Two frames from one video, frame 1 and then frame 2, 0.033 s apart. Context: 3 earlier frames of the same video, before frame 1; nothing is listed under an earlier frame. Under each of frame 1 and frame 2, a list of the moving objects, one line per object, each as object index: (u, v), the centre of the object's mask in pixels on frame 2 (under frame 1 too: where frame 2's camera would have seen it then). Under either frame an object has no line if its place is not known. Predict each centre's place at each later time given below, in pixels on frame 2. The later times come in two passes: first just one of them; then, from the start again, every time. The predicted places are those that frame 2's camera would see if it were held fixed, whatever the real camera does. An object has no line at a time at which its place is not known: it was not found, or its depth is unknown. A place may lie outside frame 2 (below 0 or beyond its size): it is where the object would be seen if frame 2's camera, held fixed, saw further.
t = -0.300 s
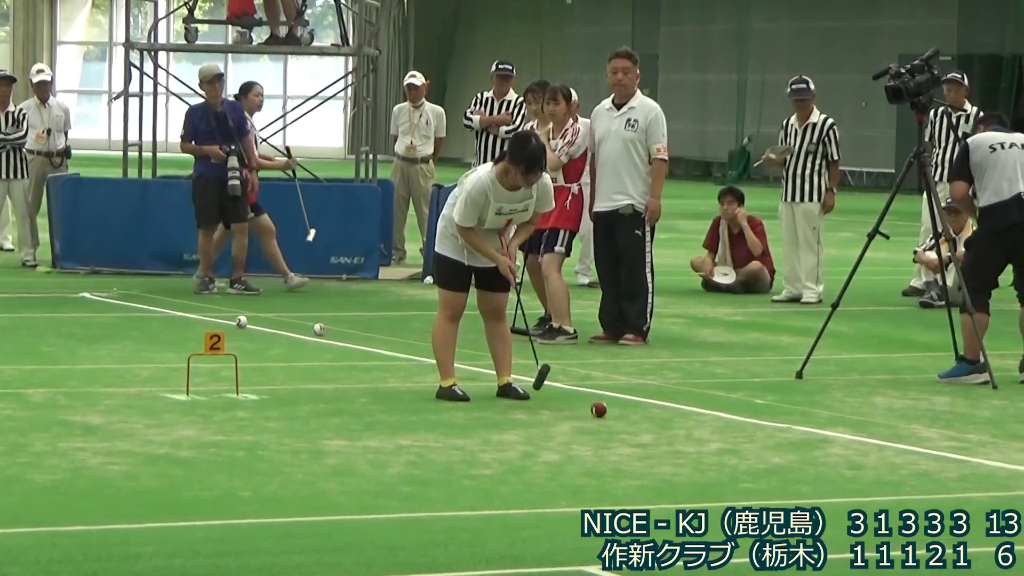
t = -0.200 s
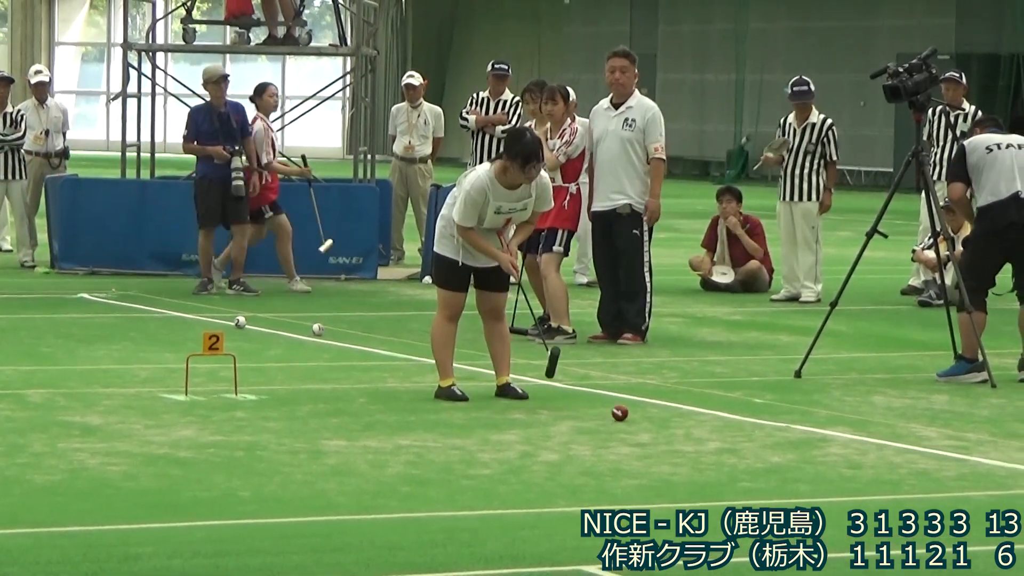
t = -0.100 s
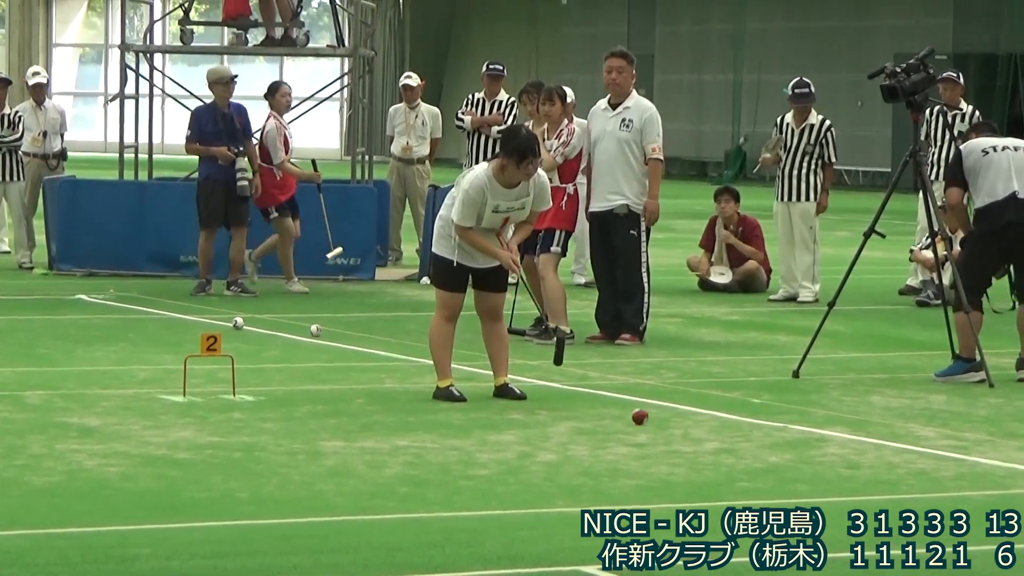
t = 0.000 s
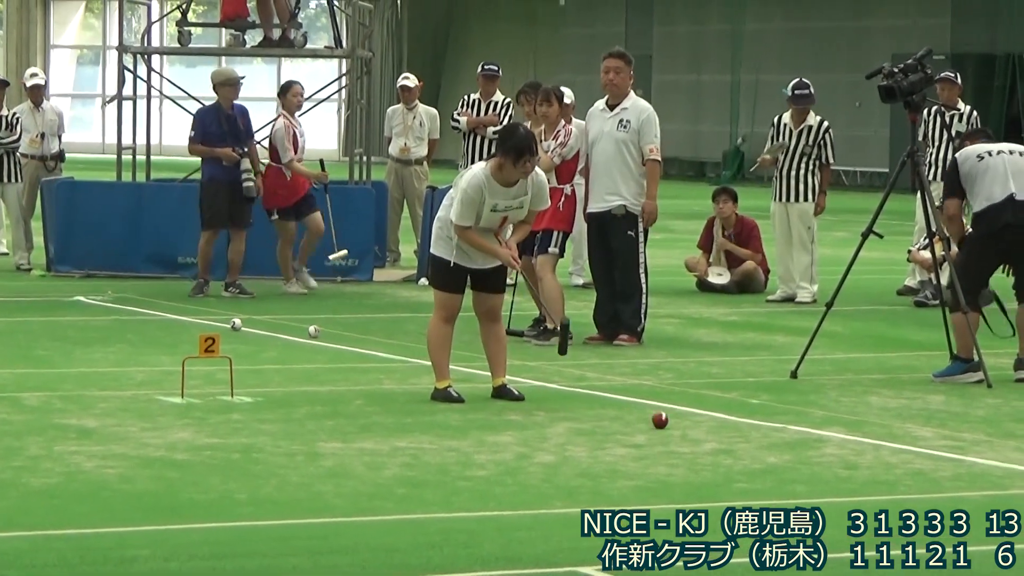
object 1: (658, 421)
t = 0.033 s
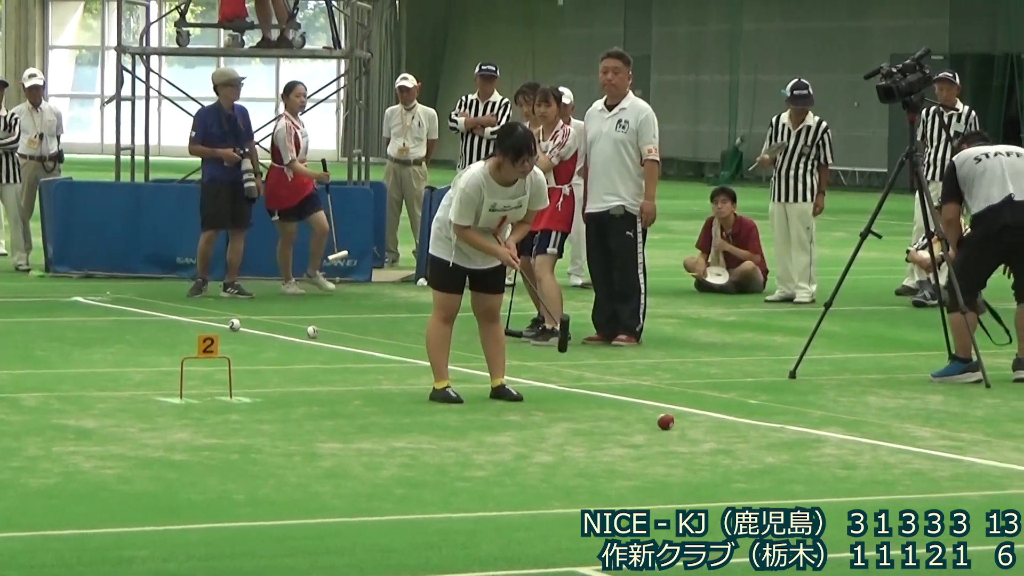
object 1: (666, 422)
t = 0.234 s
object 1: (707, 428)
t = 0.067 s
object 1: (673, 423)
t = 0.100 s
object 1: (679, 424)
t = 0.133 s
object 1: (687, 425)
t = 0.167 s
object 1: (694, 426)
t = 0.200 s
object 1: (701, 427)
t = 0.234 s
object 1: (707, 428)
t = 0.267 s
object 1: (714, 428)
